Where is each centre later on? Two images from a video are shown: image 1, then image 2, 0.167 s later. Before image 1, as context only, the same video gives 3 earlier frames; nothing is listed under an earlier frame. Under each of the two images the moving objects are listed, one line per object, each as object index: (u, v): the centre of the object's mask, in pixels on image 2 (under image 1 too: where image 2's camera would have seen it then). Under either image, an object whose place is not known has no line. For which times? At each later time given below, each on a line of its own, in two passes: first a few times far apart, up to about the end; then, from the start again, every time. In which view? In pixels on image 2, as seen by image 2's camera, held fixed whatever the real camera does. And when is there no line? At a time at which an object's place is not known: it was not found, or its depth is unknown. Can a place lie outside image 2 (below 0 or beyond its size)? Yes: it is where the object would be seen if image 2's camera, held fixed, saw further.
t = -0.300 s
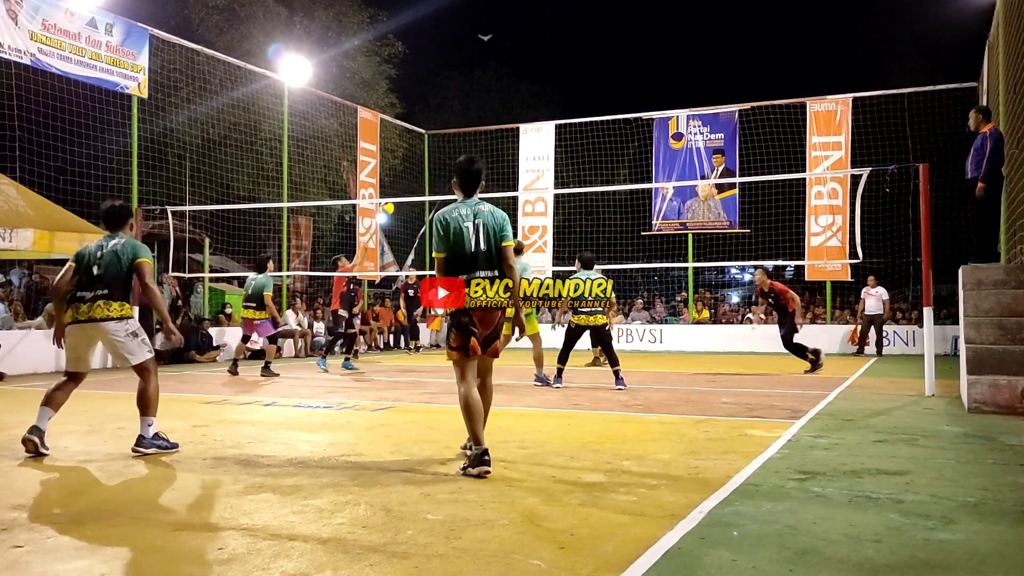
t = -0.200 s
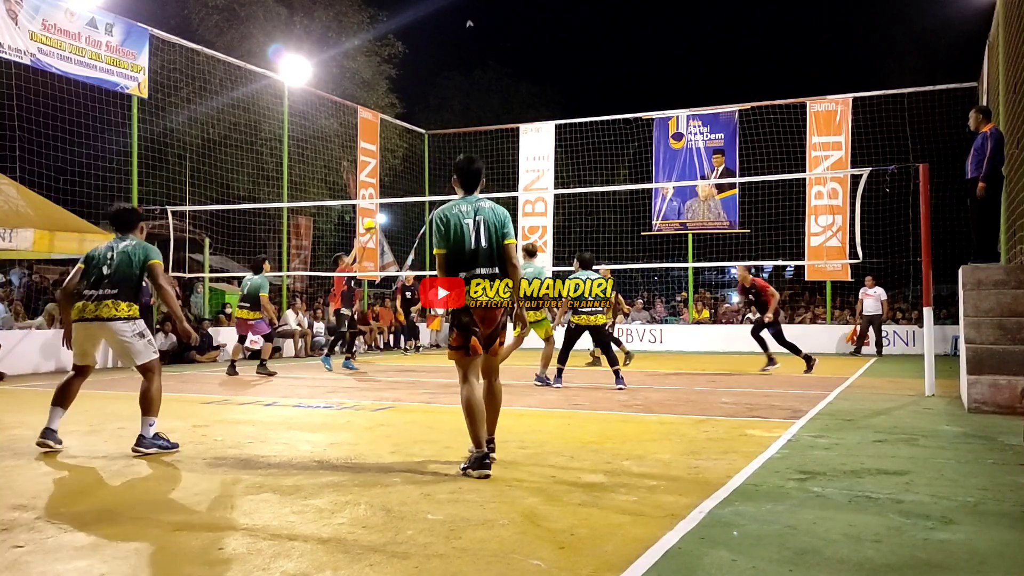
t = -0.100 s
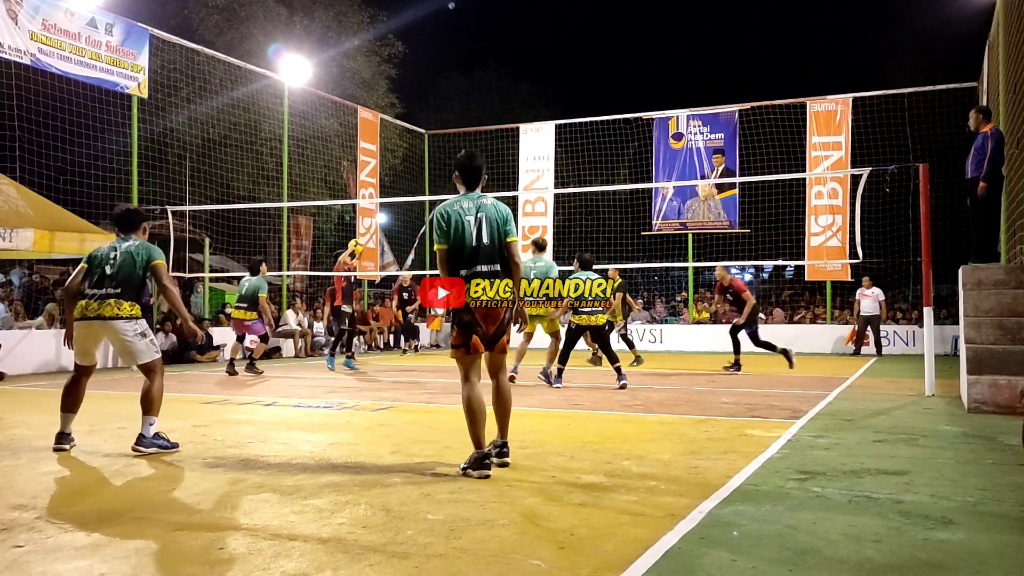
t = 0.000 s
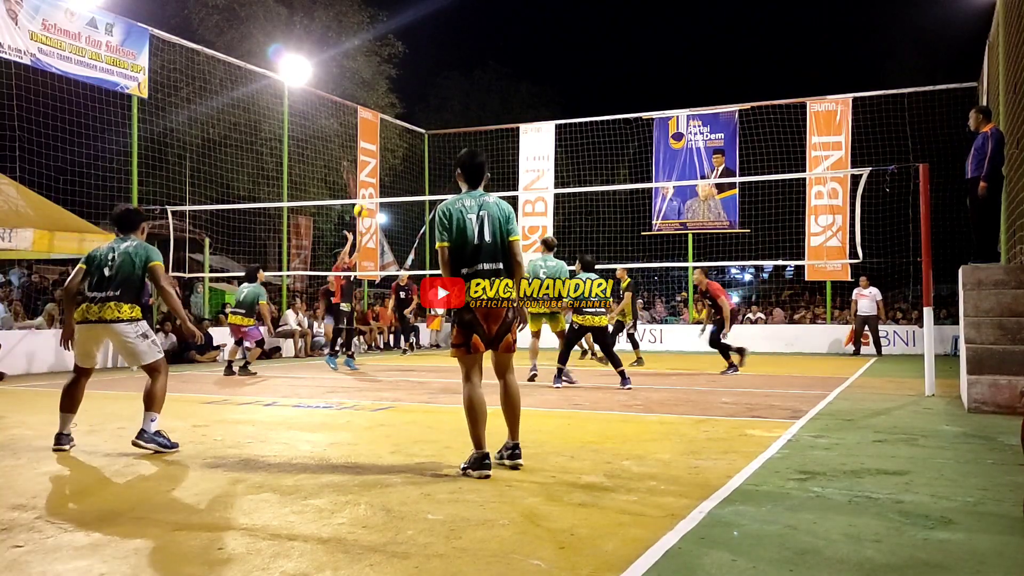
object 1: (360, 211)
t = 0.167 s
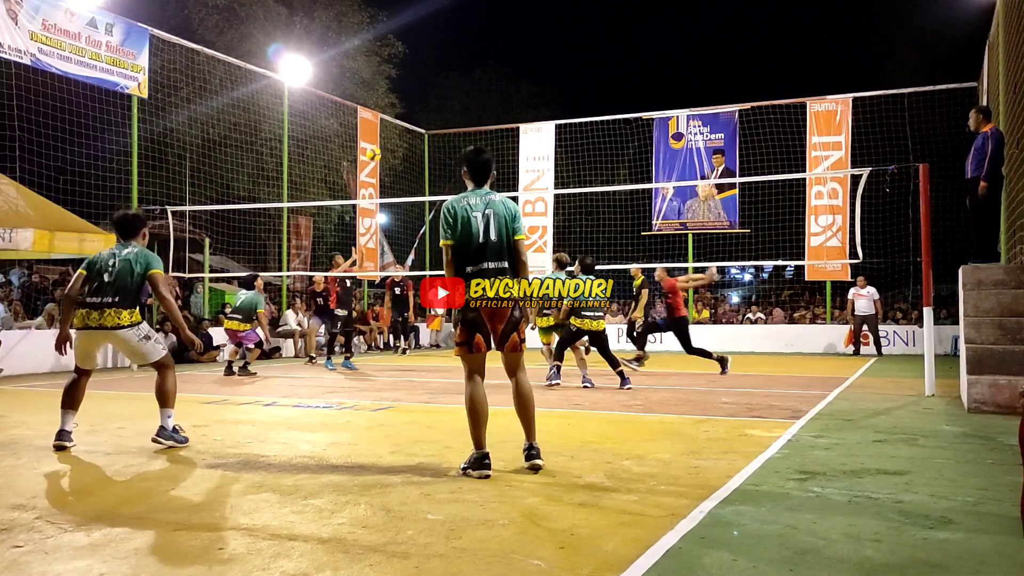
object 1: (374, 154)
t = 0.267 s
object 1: (381, 128)
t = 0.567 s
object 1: (403, 91)
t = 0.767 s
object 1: (418, 99)
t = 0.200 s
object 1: (376, 144)
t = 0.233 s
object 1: (378, 136)
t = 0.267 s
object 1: (381, 128)
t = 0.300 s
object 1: (383, 121)
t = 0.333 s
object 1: (386, 114)
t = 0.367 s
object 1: (388, 109)
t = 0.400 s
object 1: (391, 104)
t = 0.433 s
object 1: (393, 100)
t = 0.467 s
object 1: (396, 97)
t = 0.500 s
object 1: (398, 94)
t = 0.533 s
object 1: (401, 92)
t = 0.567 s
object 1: (403, 91)
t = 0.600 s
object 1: (406, 90)
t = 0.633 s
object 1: (408, 90)
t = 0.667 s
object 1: (410, 92)
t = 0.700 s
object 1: (413, 93)
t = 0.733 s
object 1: (415, 96)
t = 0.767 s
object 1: (418, 99)
